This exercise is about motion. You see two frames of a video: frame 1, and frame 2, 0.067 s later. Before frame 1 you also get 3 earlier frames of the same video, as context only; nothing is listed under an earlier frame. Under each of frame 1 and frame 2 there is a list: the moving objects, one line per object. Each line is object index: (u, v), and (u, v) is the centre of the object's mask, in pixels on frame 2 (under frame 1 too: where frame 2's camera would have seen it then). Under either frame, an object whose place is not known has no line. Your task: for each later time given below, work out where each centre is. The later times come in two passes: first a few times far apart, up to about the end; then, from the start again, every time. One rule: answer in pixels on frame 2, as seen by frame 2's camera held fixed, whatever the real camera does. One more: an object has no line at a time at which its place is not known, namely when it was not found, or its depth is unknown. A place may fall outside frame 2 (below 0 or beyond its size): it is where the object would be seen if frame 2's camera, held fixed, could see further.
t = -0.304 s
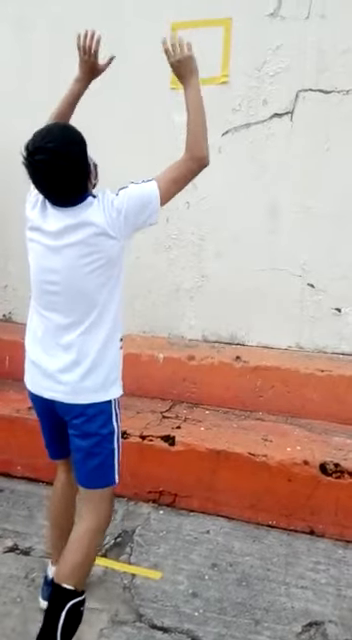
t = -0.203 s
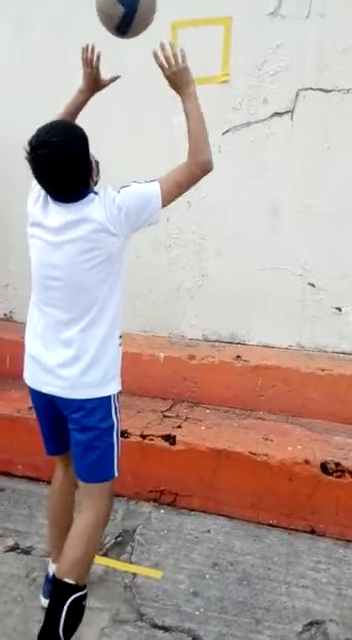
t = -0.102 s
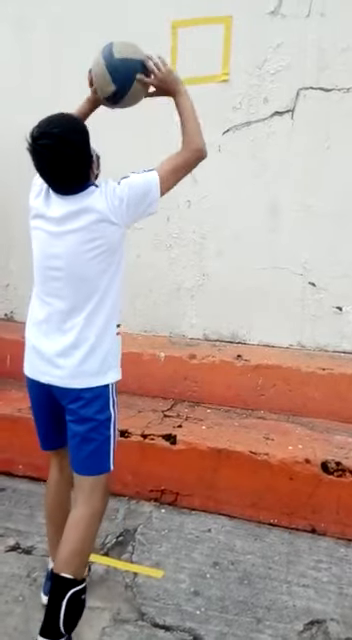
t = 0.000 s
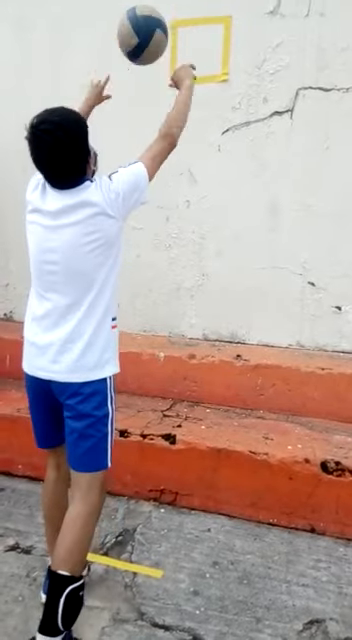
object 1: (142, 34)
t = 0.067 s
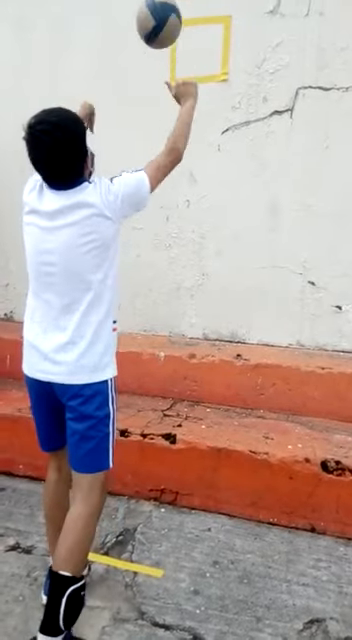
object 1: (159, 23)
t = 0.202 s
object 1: (182, 29)
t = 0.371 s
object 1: (180, 43)
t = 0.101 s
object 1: (165, 22)
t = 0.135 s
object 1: (172, 22)
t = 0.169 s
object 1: (177, 24)
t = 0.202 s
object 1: (182, 29)
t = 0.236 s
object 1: (186, 36)
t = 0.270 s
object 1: (190, 44)
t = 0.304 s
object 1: (192, 50)
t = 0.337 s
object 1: (186, 46)
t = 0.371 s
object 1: (180, 43)
